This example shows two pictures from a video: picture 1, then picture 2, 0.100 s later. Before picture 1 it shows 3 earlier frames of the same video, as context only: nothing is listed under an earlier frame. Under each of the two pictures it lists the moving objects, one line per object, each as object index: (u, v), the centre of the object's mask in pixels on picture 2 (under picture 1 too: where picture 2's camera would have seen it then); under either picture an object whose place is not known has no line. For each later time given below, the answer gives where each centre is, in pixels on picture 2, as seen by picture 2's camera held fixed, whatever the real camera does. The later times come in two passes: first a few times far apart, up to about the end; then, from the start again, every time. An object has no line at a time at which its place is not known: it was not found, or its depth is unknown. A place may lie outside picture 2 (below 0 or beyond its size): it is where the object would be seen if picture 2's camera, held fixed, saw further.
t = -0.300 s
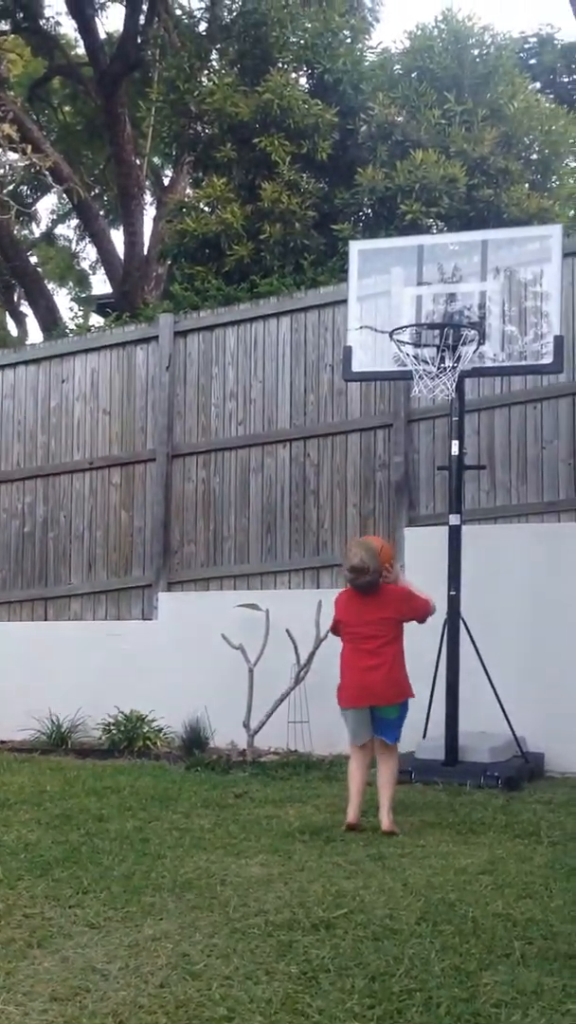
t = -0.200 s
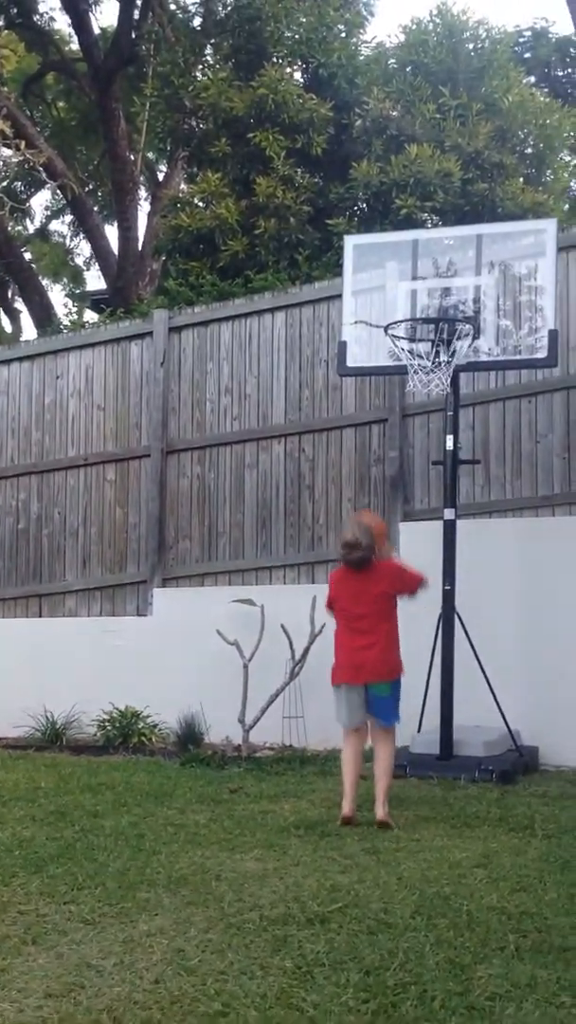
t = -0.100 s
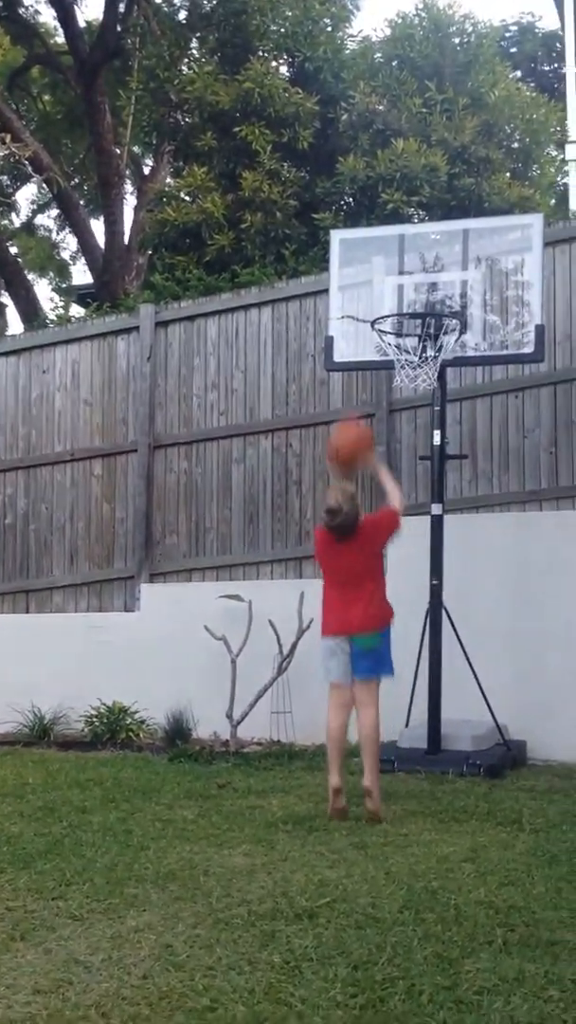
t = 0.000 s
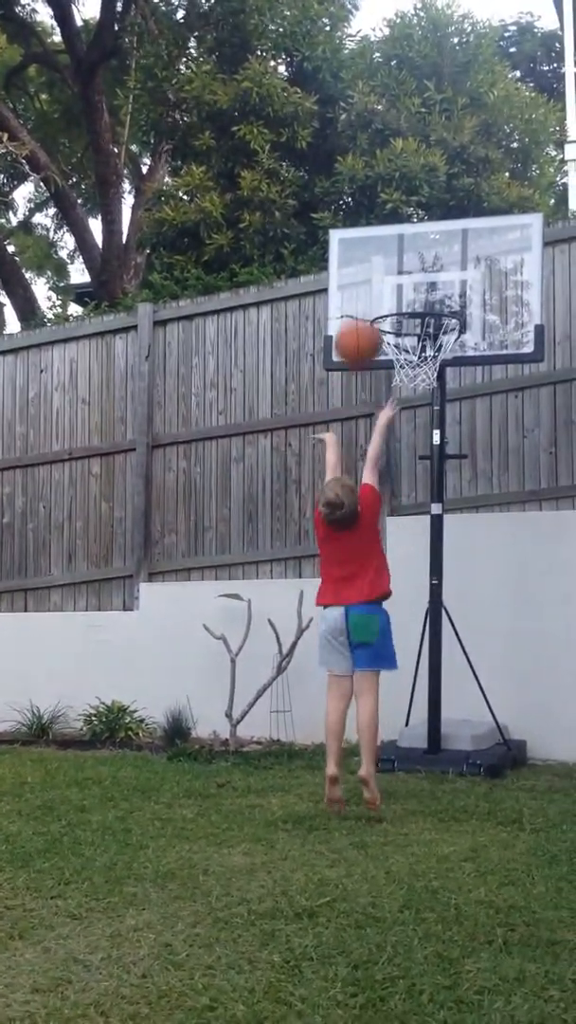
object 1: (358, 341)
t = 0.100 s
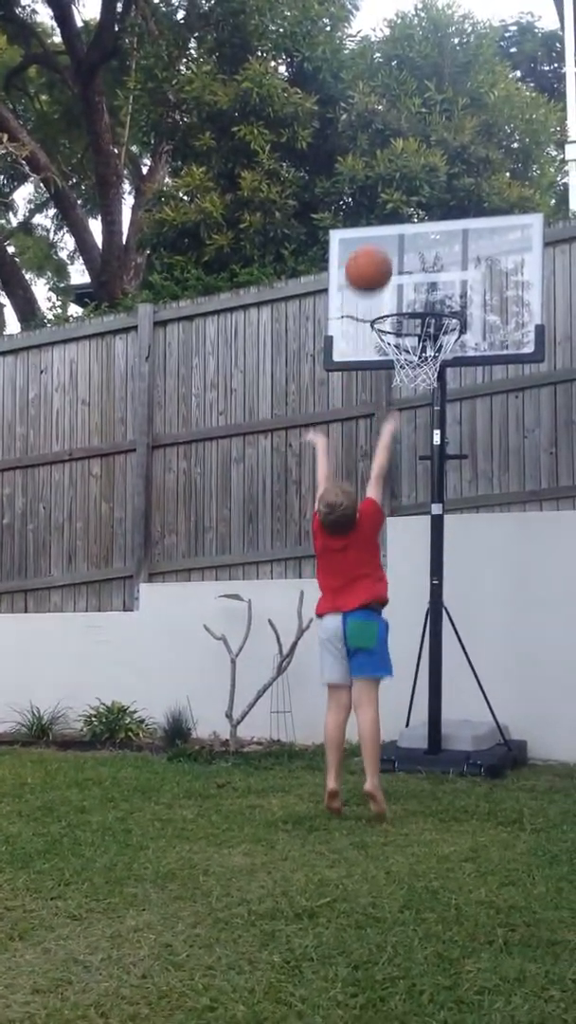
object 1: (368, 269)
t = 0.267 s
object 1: (385, 202)
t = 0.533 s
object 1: (409, 212)
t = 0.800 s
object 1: (425, 294)
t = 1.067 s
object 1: (407, 234)
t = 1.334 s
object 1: (389, 301)
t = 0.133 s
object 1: (372, 250)
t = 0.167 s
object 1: (375, 234)
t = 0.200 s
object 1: (378, 221)
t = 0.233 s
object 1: (382, 210)
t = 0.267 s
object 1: (385, 202)
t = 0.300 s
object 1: (388, 197)
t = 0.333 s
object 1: (392, 192)
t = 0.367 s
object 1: (394, 191)
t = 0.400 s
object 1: (397, 191)
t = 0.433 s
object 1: (400, 193)
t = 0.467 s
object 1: (403, 197)
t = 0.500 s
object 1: (406, 204)
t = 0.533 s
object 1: (409, 212)
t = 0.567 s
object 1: (412, 222)
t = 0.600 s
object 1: (415, 235)
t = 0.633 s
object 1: (418, 250)
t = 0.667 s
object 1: (421, 265)
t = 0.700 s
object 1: (423, 283)
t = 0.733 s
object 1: (426, 298)
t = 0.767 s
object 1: (426, 305)
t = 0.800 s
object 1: (425, 294)
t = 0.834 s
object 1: (422, 278)
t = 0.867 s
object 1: (420, 266)
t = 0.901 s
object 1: (418, 257)
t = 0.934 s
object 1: (416, 248)
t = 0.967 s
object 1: (414, 242)
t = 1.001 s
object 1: (411, 238)
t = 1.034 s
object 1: (409, 235)
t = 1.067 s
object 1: (407, 234)
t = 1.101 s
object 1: (404, 236)
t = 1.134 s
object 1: (403, 239)
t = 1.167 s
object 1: (401, 244)
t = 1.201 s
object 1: (398, 252)
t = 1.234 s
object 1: (396, 261)
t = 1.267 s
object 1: (393, 272)
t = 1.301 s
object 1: (391, 285)
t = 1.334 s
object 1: (389, 301)
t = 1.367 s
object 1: (386, 320)
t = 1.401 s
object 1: (384, 340)
